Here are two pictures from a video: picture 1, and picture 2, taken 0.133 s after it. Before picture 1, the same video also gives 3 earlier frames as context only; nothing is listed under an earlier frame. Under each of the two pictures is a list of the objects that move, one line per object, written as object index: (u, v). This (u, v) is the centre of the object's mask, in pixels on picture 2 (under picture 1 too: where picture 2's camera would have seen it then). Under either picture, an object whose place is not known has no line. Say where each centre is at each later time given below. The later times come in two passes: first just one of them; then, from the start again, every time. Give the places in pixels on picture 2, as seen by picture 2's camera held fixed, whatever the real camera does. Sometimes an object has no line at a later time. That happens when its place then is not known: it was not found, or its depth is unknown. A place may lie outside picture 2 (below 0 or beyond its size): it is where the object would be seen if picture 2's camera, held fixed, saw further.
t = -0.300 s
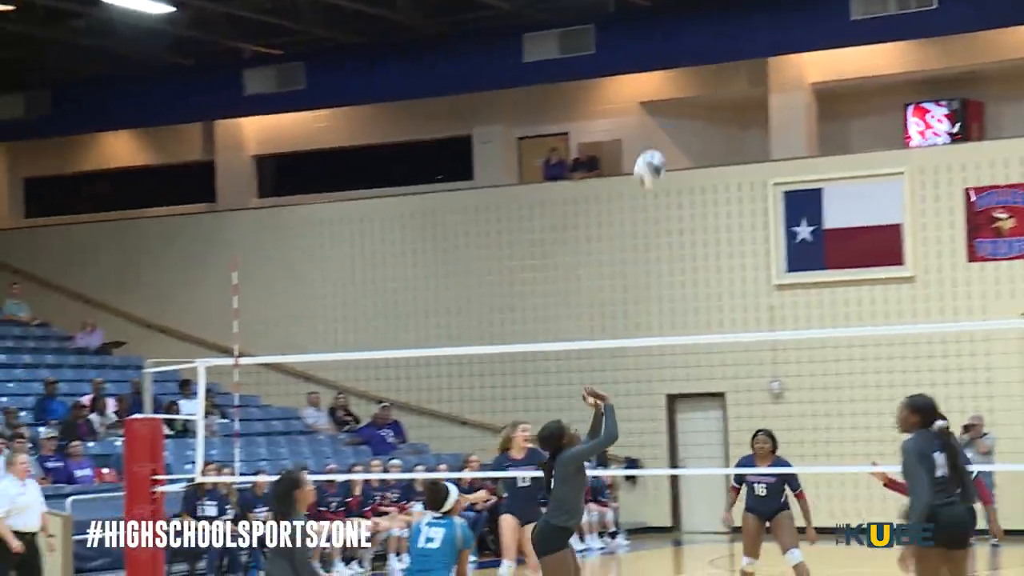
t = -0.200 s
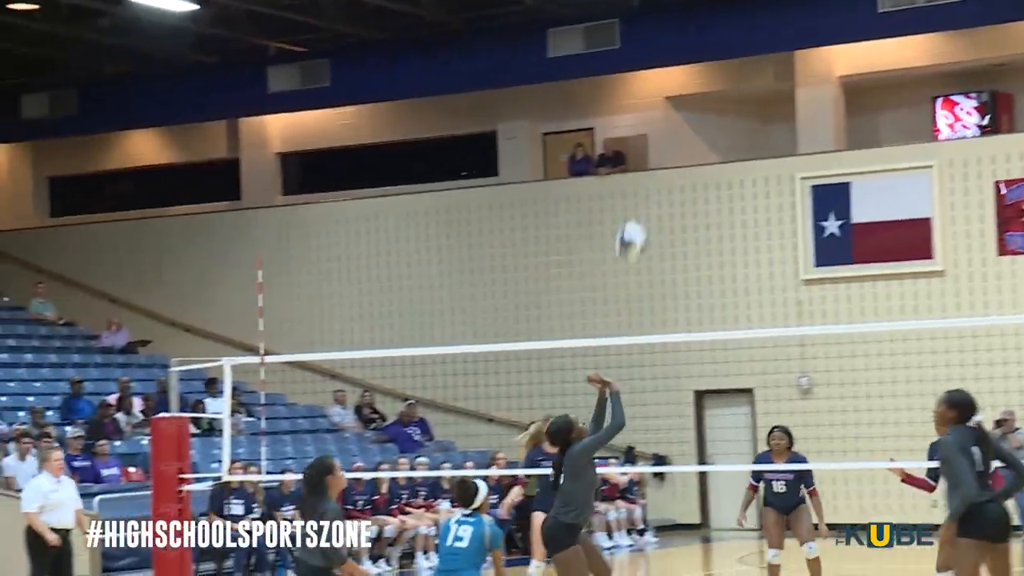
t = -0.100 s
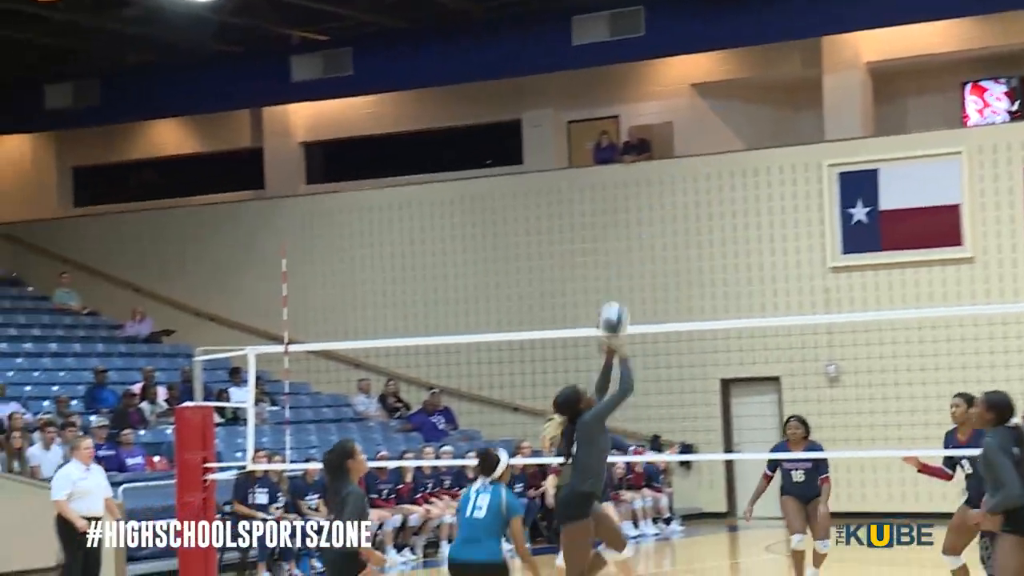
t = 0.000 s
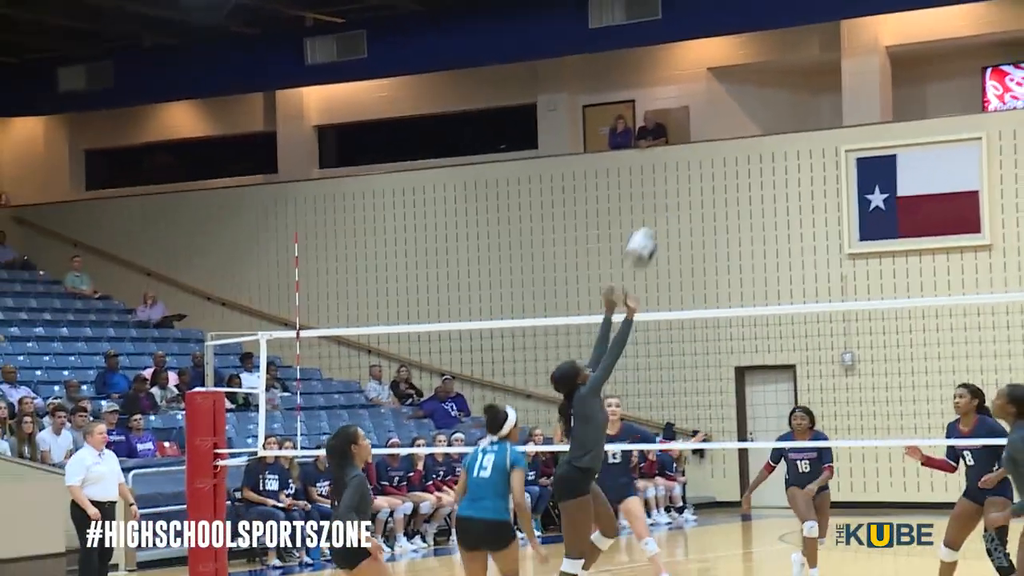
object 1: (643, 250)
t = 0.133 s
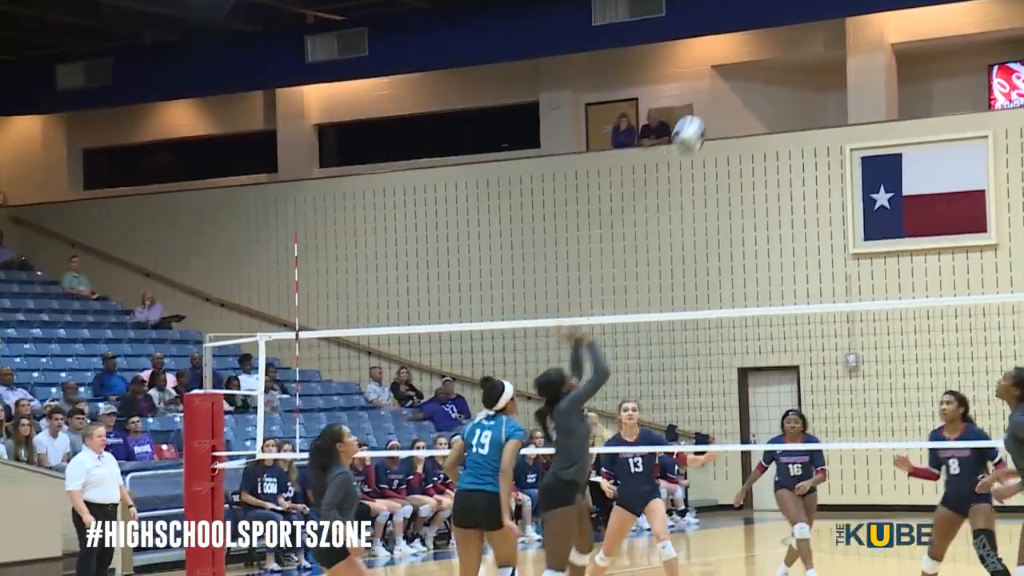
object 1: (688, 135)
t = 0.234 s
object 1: (722, 66)
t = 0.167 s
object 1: (700, 110)
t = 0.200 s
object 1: (711, 87)
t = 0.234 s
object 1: (722, 66)
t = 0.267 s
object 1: (734, 47)
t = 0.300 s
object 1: (747, 29)
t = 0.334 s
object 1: (759, 13)
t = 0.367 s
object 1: (771, -1)
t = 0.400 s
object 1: (783, -13)
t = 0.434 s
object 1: (795, -24)
